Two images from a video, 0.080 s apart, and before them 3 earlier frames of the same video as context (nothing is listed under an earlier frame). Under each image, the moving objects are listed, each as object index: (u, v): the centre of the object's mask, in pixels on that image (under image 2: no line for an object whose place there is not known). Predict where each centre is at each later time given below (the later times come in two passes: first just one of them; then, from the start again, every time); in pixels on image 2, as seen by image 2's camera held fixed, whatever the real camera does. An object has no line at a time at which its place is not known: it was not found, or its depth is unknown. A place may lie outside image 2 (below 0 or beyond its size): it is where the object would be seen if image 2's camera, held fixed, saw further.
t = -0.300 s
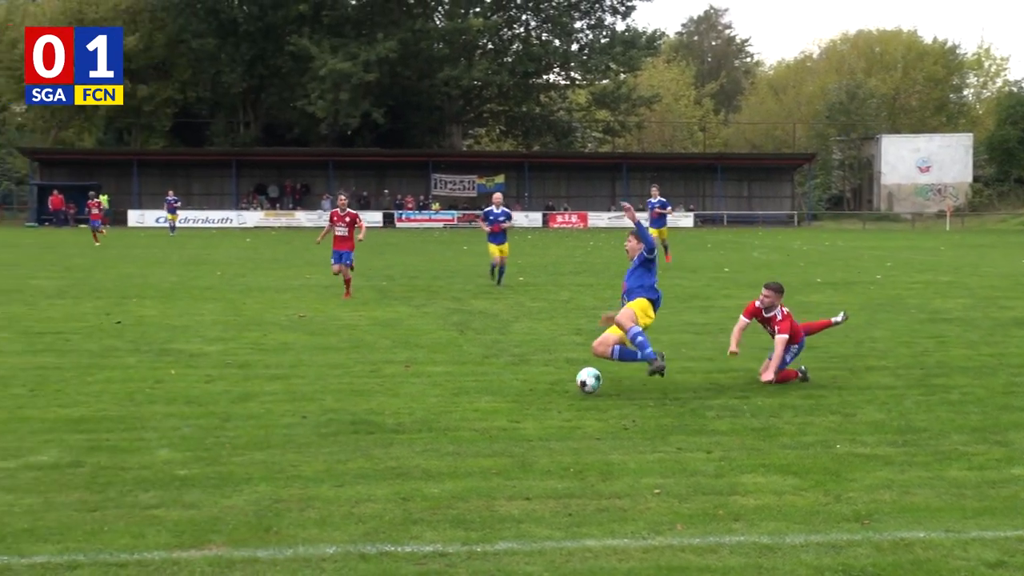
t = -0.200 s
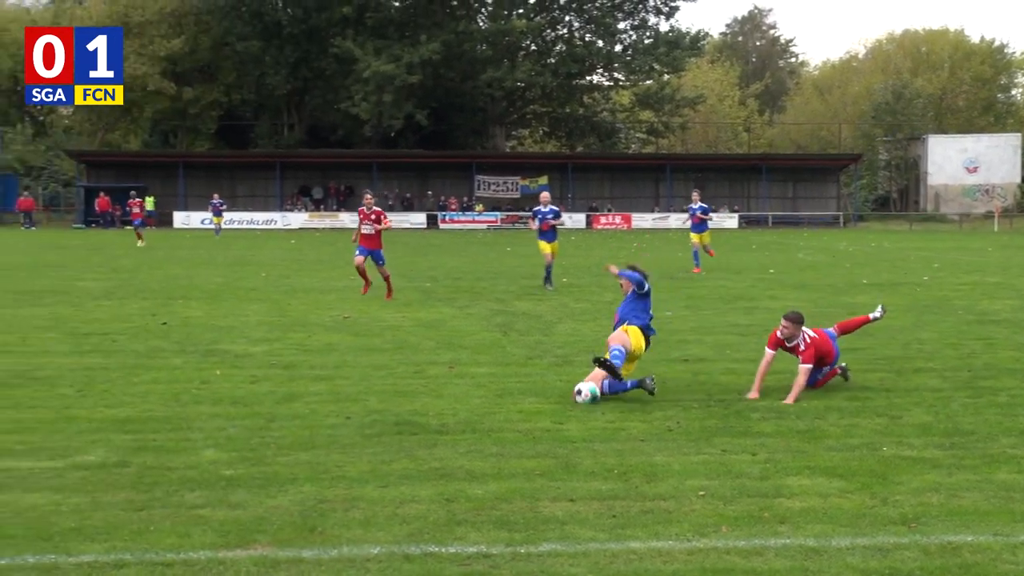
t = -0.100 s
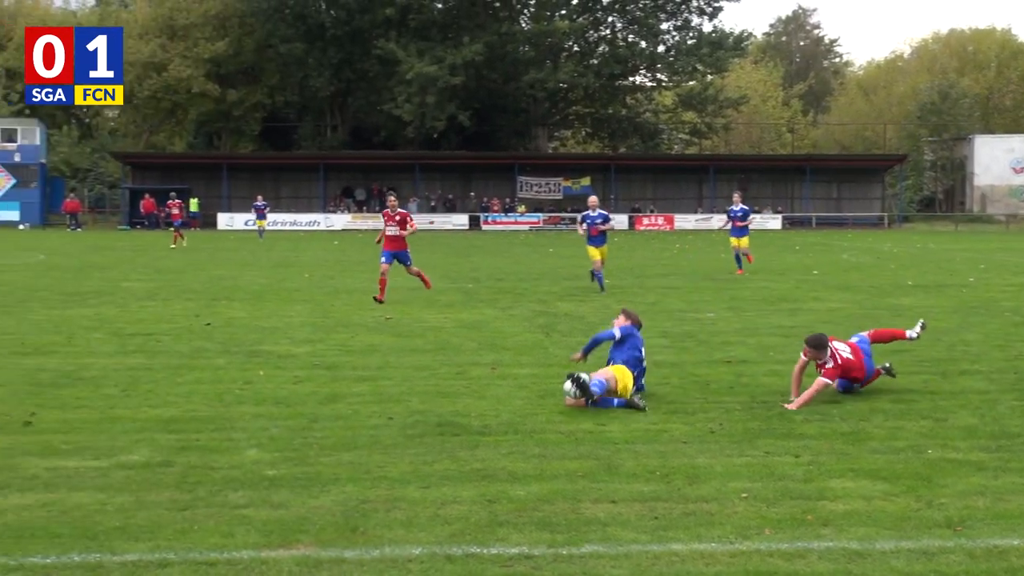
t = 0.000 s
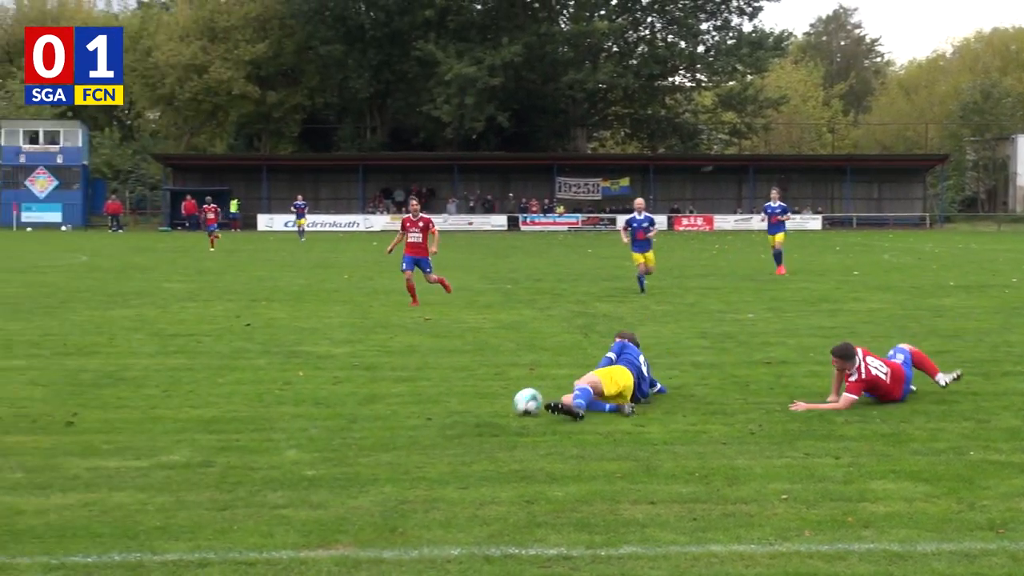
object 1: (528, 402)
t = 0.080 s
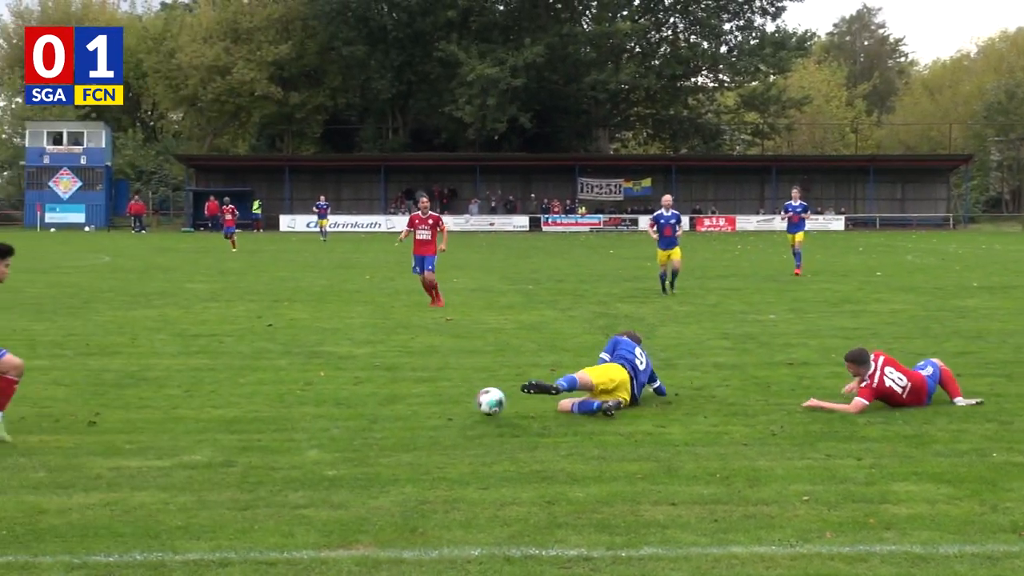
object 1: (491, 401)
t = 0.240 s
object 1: (382, 400)
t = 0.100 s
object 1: (477, 399)
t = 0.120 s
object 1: (464, 398)
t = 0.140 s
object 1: (450, 397)
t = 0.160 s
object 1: (437, 397)
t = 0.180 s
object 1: (423, 397)
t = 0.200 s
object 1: (410, 397)
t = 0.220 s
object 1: (396, 399)
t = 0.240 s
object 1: (382, 400)
